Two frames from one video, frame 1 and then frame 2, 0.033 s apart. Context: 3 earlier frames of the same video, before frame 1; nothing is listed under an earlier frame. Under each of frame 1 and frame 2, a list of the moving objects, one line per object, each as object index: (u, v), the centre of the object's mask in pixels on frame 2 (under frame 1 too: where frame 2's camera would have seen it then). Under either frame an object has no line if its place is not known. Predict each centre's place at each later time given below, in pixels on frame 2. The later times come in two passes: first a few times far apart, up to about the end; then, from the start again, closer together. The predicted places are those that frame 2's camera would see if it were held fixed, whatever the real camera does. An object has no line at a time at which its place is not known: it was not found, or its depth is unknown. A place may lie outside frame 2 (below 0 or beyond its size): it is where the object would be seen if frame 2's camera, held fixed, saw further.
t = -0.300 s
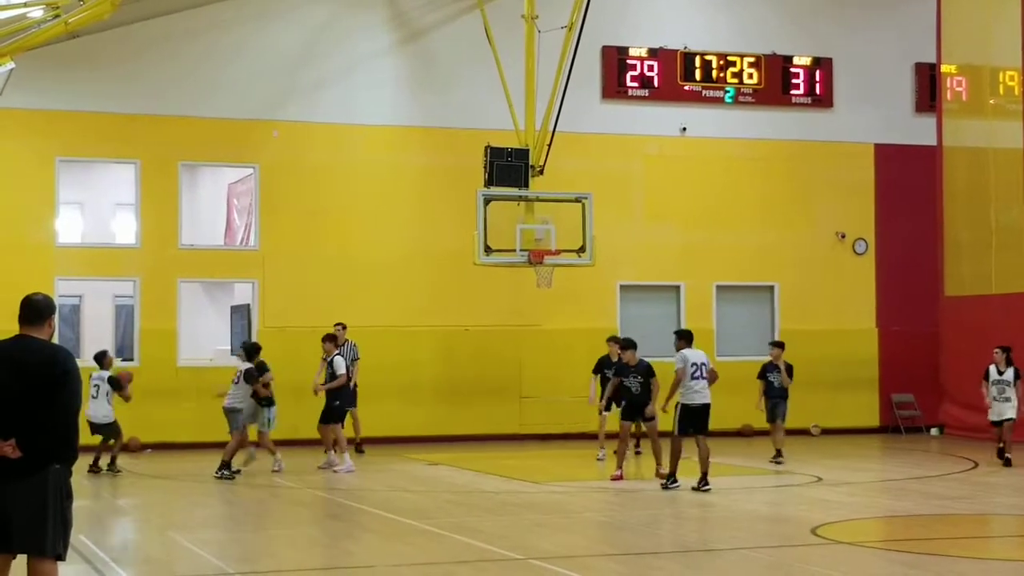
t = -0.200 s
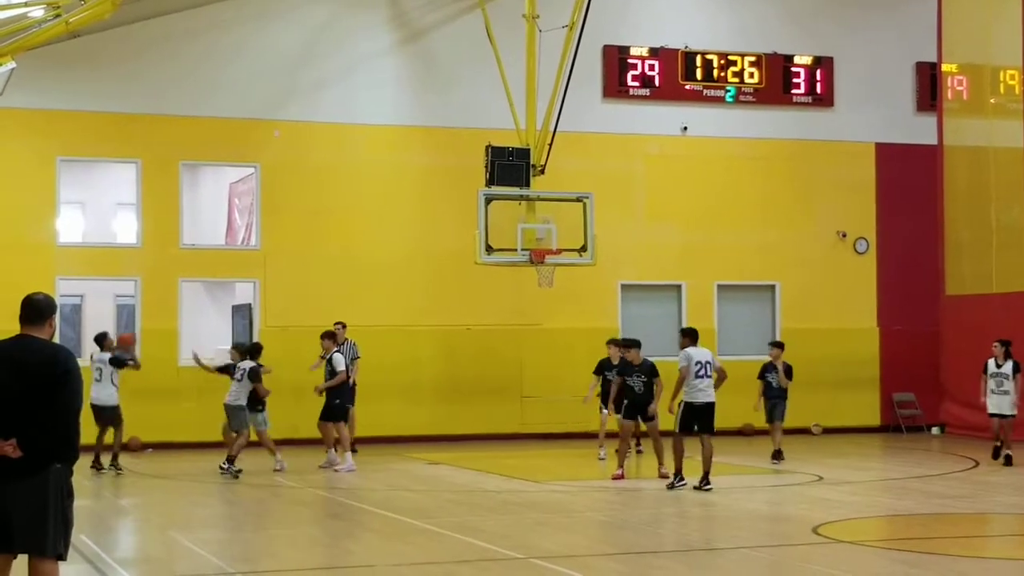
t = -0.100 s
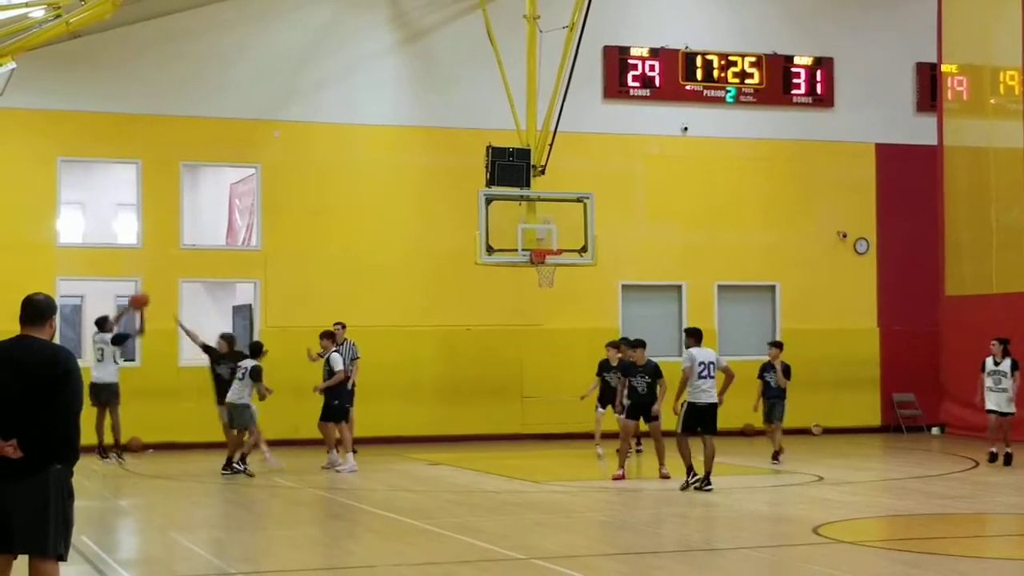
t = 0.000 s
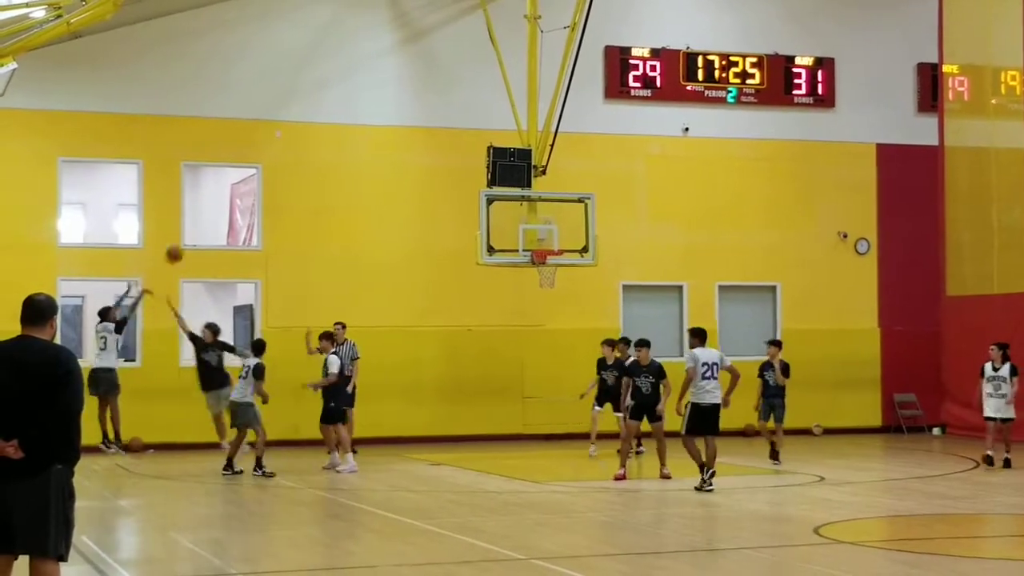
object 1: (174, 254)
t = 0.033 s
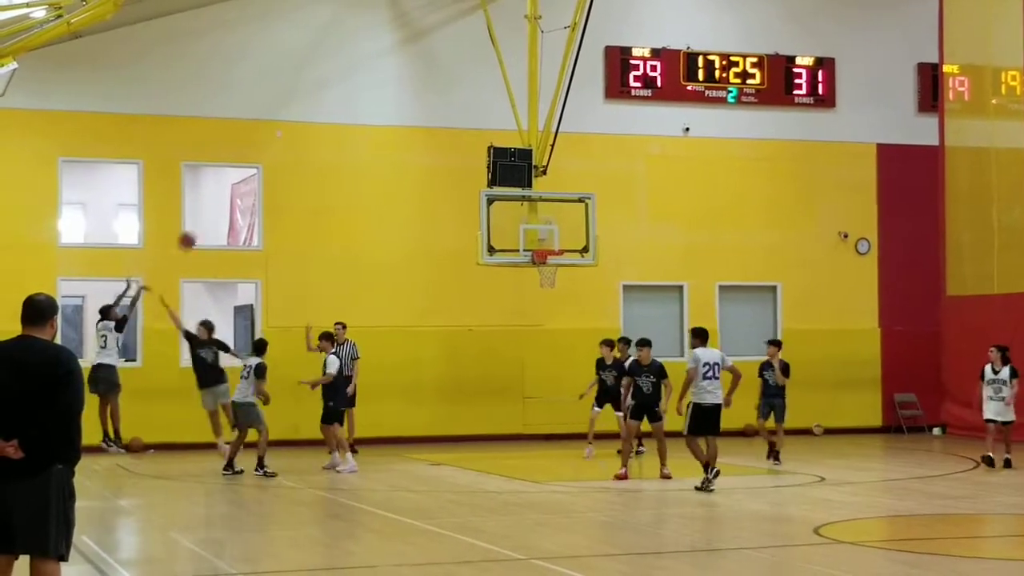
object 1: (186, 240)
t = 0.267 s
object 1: (269, 167)
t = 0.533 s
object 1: (355, 134)
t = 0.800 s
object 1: (437, 150)
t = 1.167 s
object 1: (542, 243)
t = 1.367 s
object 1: (568, 270)
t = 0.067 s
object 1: (199, 227)
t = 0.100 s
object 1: (211, 215)
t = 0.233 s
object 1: (258, 174)
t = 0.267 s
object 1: (269, 167)
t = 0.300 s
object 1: (280, 160)
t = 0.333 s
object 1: (291, 154)
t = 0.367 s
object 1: (301, 148)
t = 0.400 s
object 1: (312, 144)
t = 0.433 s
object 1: (323, 140)
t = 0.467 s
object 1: (334, 137)
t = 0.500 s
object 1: (345, 135)
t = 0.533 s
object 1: (355, 134)
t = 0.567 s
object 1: (365, 133)
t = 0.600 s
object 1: (376, 133)
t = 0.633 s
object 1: (386, 134)
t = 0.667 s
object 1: (396, 136)
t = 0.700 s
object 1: (407, 138)
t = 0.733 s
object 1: (417, 141)
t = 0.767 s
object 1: (427, 145)
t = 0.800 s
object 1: (437, 150)
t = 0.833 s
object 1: (446, 155)
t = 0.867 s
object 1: (457, 161)
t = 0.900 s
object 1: (467, 168)
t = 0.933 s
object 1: (476, 175)
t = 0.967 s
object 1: (487, 183)
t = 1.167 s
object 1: (542, 243)
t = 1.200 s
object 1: (552, 256)
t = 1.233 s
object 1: (559, 268)
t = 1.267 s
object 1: (563, 269)
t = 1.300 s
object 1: (565, 269)
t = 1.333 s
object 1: (566, 269)
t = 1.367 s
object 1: (568, 270)
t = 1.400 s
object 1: (569, 272)
